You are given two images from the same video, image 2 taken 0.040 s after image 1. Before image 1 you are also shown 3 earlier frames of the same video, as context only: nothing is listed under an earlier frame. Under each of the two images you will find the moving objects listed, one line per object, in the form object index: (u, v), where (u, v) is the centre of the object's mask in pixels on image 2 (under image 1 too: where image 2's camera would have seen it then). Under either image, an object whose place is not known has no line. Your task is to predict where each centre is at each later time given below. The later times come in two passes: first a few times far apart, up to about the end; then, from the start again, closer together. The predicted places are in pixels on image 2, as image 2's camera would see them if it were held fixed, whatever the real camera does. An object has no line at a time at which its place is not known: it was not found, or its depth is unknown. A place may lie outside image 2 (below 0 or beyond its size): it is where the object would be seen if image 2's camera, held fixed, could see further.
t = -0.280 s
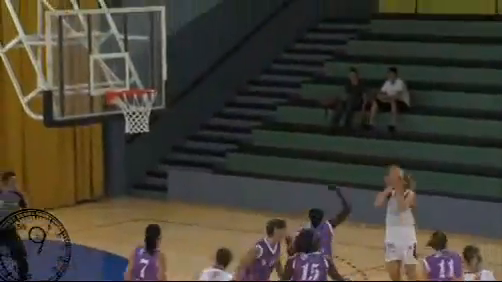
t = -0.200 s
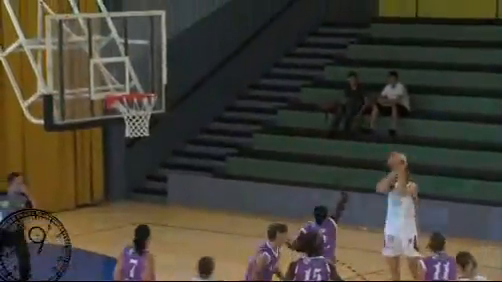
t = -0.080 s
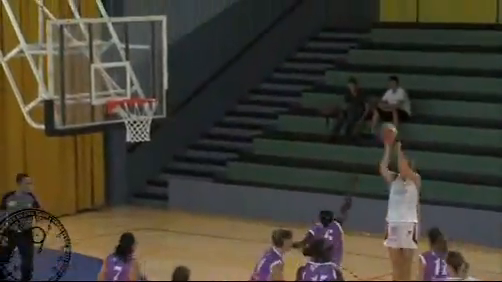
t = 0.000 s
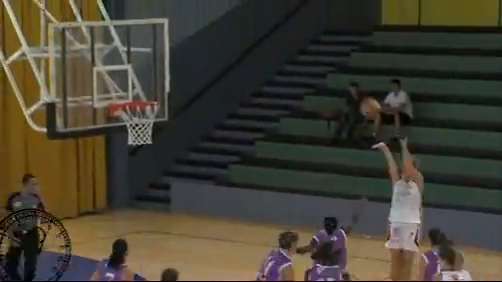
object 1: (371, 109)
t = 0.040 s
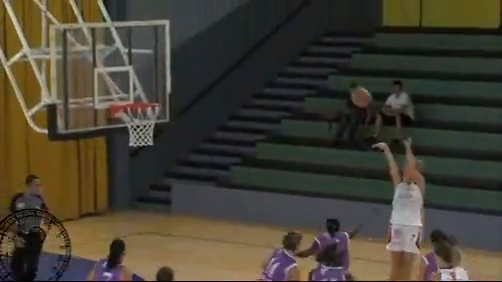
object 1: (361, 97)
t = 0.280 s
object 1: (298, 44)
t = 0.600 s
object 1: (208, 43)
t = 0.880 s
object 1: (124, 118)
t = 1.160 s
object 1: (152, 203)
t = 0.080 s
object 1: (351, 85)
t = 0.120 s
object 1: (340, 77)
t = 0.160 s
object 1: (330, 65)
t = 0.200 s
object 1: (319, 57)
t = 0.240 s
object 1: (308, 50)
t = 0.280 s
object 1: (298, 44)
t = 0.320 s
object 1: (286, 40)
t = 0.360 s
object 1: (276, 37)
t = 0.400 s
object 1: (265, 35)
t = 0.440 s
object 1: (254, 33)
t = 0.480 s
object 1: (242, 34)
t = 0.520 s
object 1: (232, 36)
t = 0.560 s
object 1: (220, 39)
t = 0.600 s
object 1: (208, 43)
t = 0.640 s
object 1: (196, 49)
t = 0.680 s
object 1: (184, 56)
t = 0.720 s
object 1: (173, 64)
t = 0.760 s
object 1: (160, 75)
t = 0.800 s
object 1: (148, 87)
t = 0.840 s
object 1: (138, 96)
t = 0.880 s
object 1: (124, 118)
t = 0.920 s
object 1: (128, 129)
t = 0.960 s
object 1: (129, 140)
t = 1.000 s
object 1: (136, 149)
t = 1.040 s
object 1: (141, 160)
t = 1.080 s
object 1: (145, 174)
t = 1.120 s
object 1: (149, 189)
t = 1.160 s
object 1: (152, 203)
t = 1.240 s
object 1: (156, 242)
